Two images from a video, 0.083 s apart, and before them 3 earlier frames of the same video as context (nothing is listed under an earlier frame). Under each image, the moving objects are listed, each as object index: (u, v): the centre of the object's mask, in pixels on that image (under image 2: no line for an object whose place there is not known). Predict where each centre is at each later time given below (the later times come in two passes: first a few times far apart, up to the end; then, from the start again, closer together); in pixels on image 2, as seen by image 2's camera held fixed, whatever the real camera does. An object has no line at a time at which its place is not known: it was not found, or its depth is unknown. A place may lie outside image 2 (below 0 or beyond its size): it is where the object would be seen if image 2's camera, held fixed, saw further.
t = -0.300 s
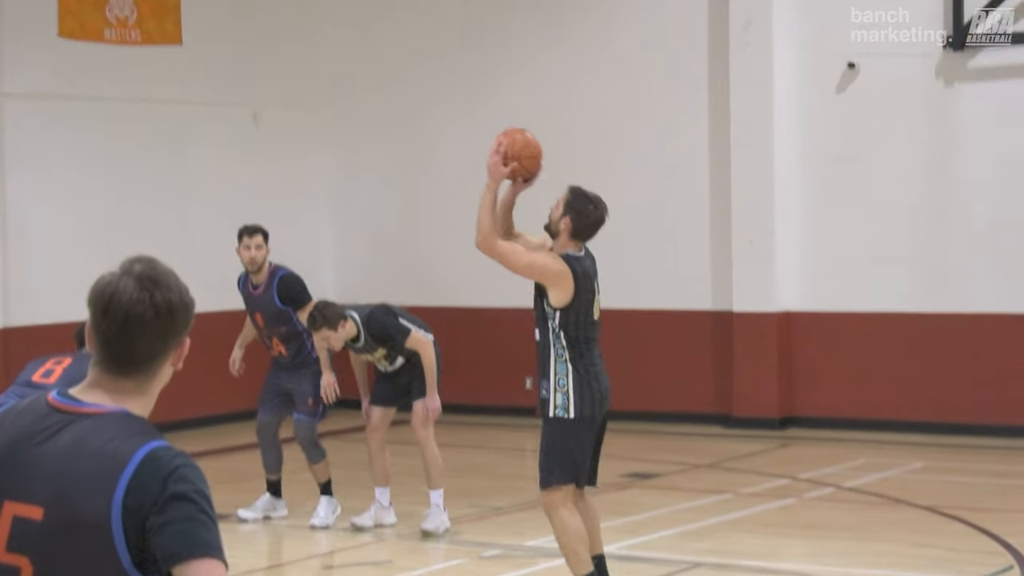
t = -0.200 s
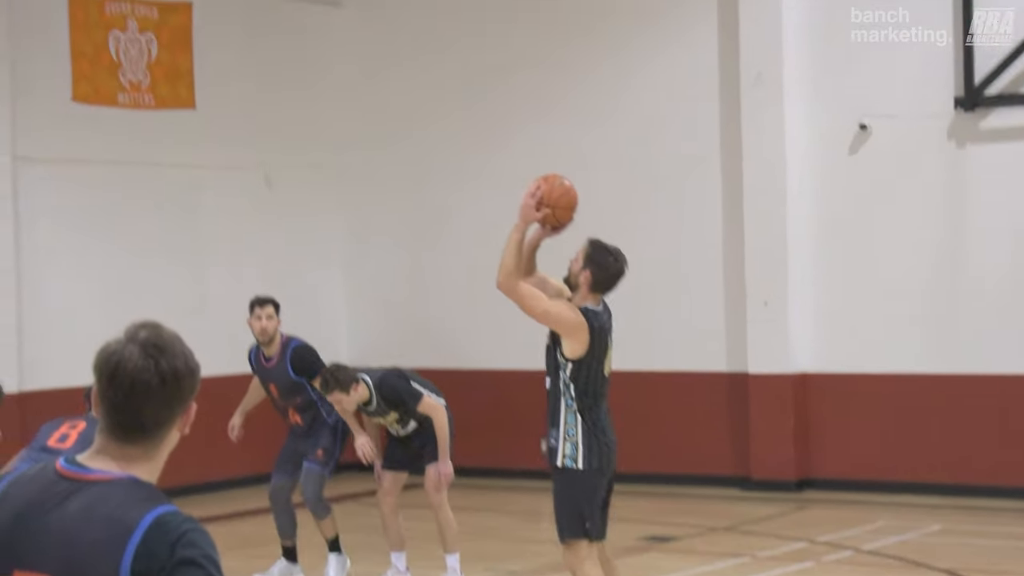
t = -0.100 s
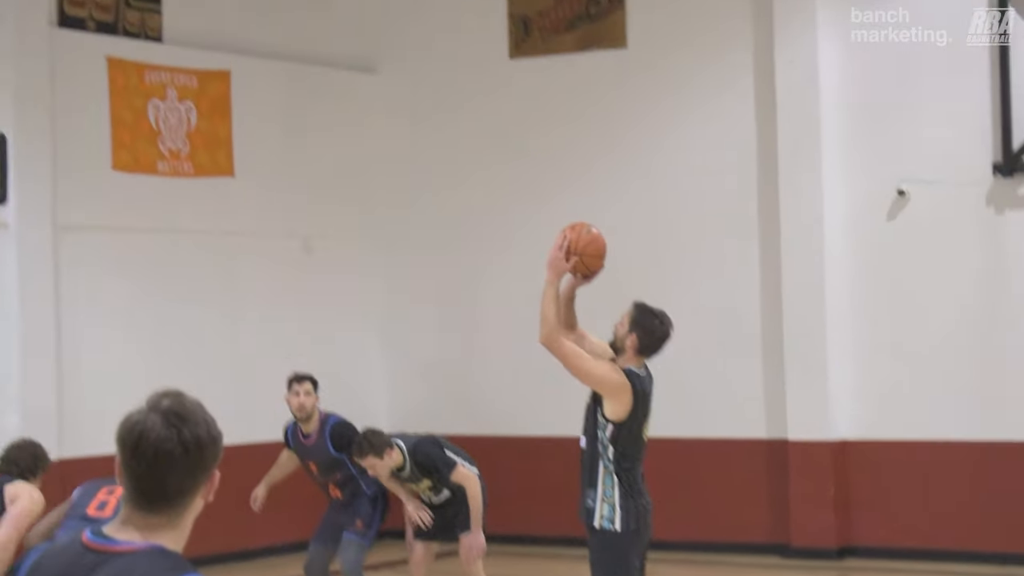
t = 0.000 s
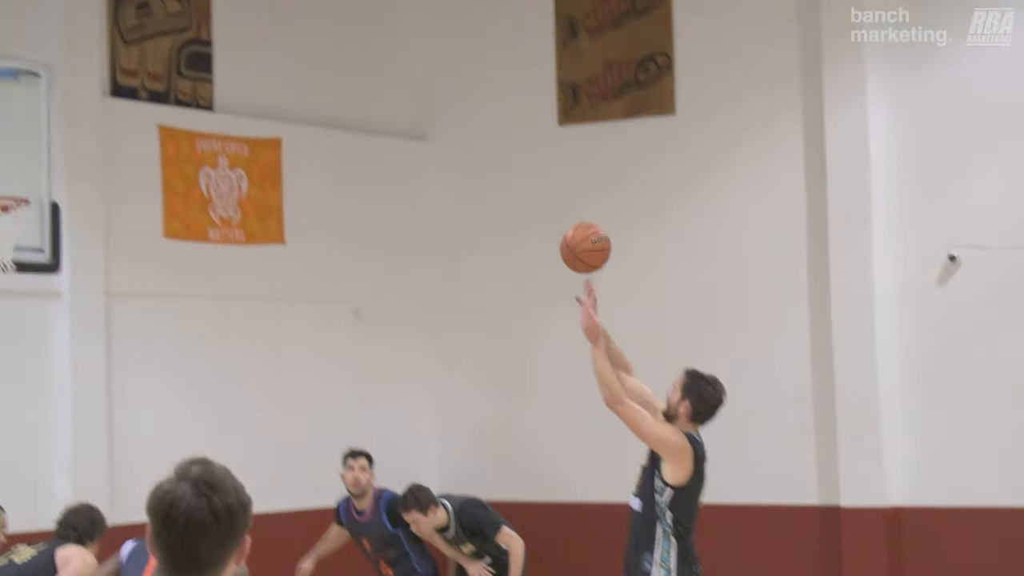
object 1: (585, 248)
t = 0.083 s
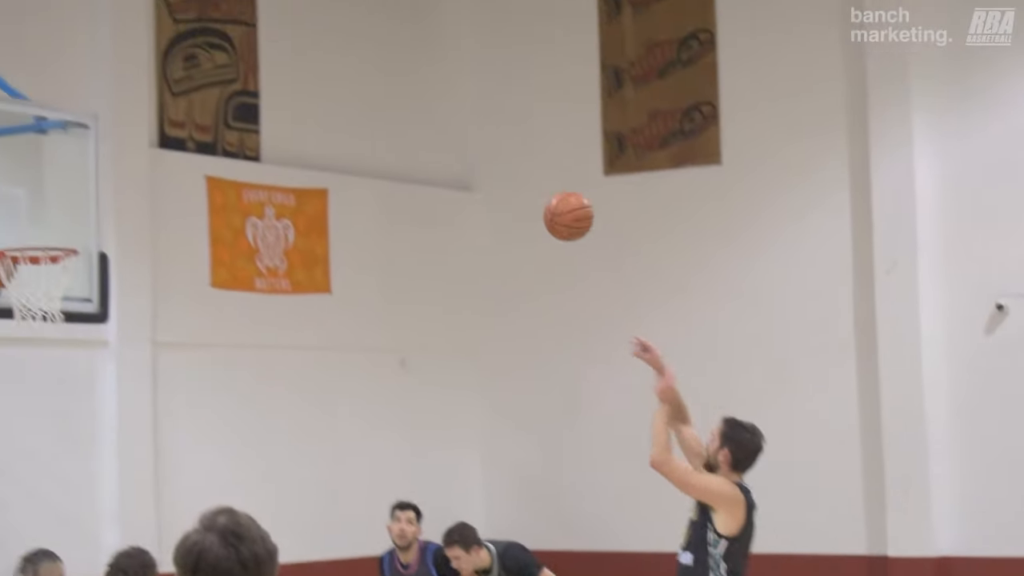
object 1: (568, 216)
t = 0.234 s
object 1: (467, 115)
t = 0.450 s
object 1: (334, 54)
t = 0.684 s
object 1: (205, 83)
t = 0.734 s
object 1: (177, 100)
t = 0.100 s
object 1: (556, 202)
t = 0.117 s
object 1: (545, 190)
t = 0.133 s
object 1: (534, 178)
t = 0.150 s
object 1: (522, 166)
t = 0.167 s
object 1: (511, 154)
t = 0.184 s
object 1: (501, 144)
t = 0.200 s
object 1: (489, 134)
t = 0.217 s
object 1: (479, 124)
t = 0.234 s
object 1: (467, 115)
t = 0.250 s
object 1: (457, 107)
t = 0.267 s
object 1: (446, 100)
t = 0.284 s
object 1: (436, 92)
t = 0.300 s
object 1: (425, 87)
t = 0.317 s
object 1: (415, 81)
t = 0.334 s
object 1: (404, 76)
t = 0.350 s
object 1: (394, 72)
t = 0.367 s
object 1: (384, 67)
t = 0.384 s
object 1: (373, 64)
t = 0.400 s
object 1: (363, 60)
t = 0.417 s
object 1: (353, 57)
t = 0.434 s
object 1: (343, 56)
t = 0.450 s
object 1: (334, 54)
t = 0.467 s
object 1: (324, 53)
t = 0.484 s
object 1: (315, 52)
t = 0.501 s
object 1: (306, 52)
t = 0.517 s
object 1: (296, 53)
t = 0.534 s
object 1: (287, 54)
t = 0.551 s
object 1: (278, 55)
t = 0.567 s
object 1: (268, 57)
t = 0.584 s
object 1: (260, 59)
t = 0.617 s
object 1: (241, 65)
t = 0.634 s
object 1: (232, 68)
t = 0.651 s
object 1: (223, 73)
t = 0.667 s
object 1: (214, 77)
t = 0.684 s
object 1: (205, 83)
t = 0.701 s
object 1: (195, 86)
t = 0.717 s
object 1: (186, 91)
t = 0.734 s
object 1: (177, 100)
